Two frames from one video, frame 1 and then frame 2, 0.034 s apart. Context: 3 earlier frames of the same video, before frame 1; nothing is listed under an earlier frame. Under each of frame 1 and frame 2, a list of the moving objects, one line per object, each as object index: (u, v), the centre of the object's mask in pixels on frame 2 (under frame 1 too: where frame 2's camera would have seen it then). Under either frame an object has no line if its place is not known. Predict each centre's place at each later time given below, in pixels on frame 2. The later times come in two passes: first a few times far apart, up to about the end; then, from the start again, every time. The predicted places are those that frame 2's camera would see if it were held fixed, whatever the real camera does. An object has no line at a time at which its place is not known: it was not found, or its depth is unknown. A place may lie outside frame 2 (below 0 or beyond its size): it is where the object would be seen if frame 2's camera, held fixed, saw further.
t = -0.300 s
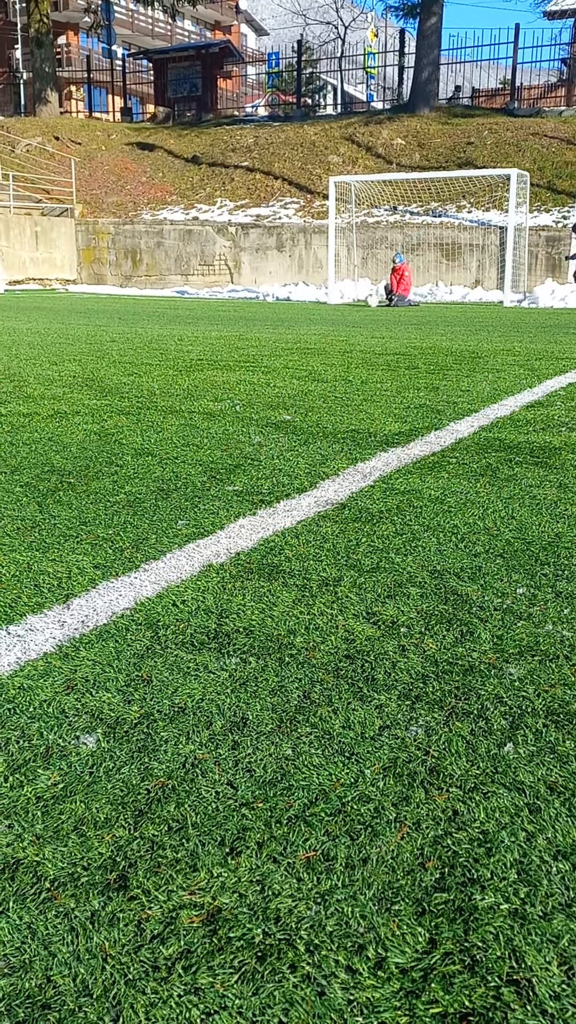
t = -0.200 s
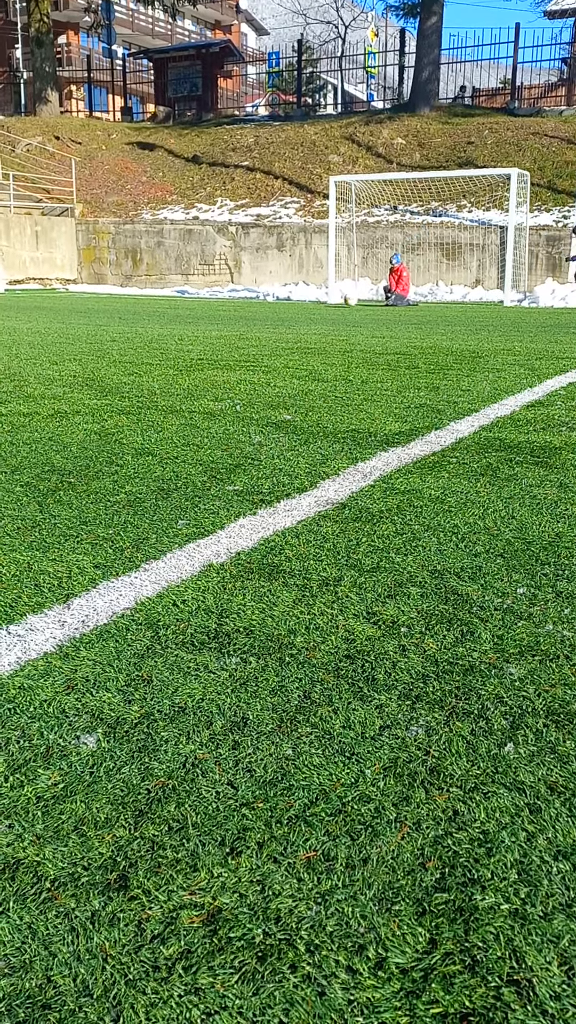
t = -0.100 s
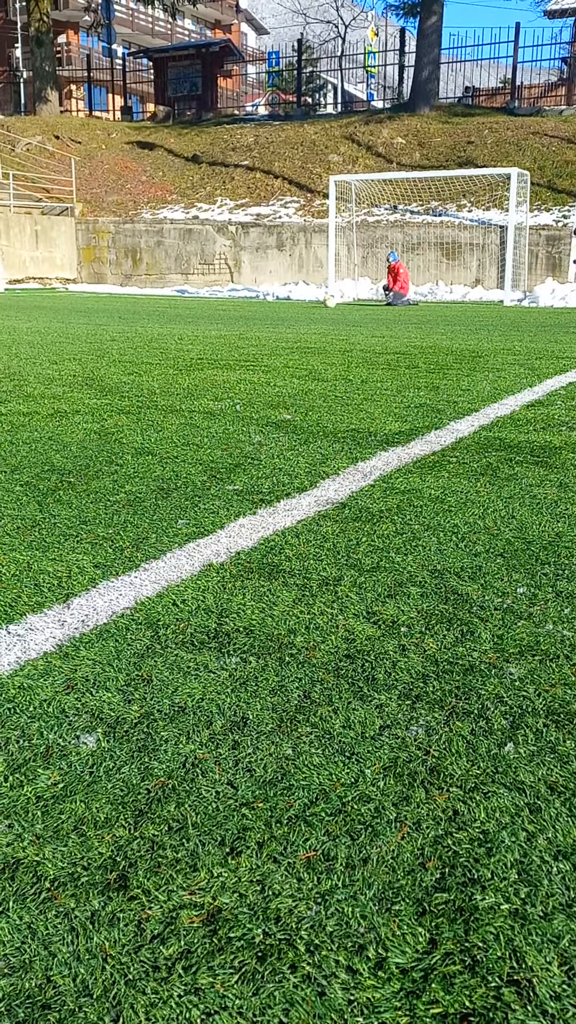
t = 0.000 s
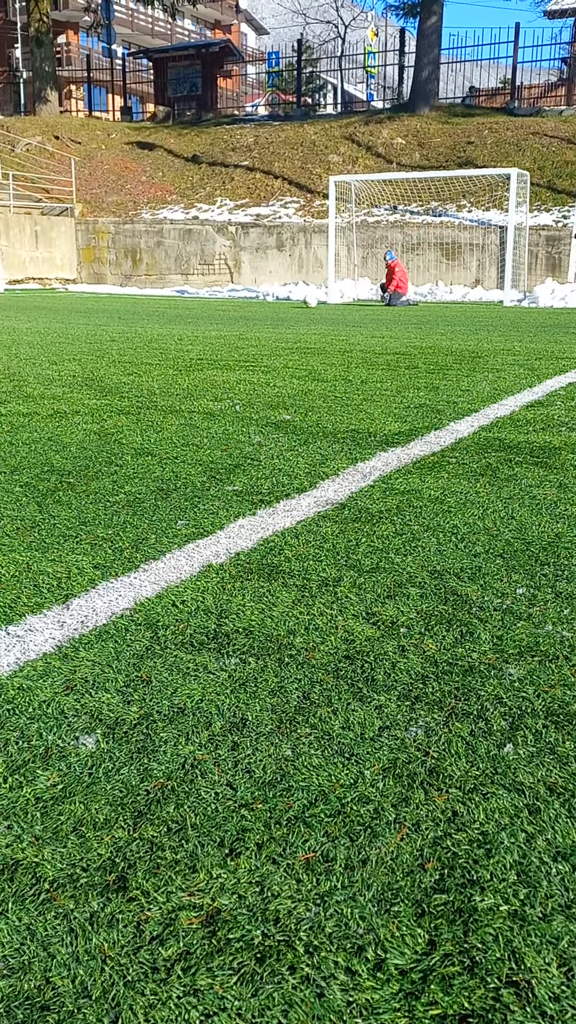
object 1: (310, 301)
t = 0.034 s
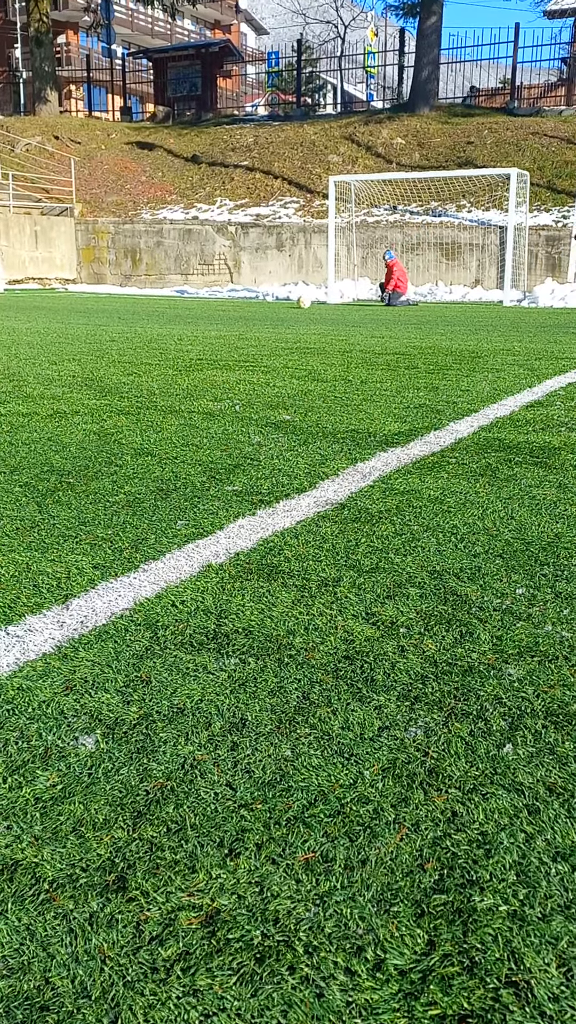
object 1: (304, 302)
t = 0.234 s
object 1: (269, 301)
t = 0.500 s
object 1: (236, 300)
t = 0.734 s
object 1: (215, 301)
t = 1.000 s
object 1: (193, 301)
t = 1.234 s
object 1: (174, 301)
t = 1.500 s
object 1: (154, 301)
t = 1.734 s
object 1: (137, 301)
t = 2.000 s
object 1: (119, 302)
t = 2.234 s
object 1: (105, 301)
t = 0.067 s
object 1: (297, 301)
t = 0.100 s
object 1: (292, 301)
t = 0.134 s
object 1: (286, 301)
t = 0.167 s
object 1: (279, 301)
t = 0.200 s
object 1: (274, 301)
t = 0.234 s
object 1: (269, 301)
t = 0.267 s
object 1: (264, 301)
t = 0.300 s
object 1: (259, 301)
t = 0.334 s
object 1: (255, 300)
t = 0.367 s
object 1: (250, 301)
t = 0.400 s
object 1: (246, 300)
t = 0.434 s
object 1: (243, 299)
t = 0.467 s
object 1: (239, 300)
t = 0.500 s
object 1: (236, 300)
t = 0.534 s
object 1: (233, 301)
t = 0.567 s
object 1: (231, 301)
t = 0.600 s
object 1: (227, 300)
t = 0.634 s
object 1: (224, 300)
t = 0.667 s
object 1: (221, 300)
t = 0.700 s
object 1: (218, 301)
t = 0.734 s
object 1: (215, 301)
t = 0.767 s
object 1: (212, 300)
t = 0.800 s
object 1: (209, 301)
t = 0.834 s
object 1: (206, 301)
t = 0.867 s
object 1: (203, 300)
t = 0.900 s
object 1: (201, 300)
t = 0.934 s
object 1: (199, 300)
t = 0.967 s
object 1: (196, 301)
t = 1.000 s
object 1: (193, 301)
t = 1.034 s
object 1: (190, 301)
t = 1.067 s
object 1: (188, 301)
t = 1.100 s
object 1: (185, 301)
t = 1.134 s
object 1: (182, 301)
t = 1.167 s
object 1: (180, 302)
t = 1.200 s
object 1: (176, 302)
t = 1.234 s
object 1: (174, 301)
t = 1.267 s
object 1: (171, 301)
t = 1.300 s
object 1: (169, 301)
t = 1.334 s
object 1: (166, 302)
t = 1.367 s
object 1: (164, 302)
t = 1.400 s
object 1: (161, 301)
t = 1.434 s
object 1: (159, 301)
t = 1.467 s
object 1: (156, 301)
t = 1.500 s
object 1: (154, 301)
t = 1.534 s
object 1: (151, 301)
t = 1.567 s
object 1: (149, 301)
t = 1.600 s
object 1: (146, 301)
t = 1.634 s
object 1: (144, 301)
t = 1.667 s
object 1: (142, 301)
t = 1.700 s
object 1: (139, 301)
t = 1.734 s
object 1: (137, 301)
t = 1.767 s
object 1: (135, 301)
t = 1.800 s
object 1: (132, 301)
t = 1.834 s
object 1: (130, 301)
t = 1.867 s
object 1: (128, 301)
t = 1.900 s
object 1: (125, 301)
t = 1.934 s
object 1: (123, 302)
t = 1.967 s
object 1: (121, 302)
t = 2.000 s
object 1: (119, 302)
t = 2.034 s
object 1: (117, 301)
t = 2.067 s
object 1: (115, 301)
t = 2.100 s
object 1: (113, 301)
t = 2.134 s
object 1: (111, 301)
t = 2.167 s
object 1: (109, 301)
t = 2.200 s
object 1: (107, 301)
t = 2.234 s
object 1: (105, 301)
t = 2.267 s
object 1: (103, 301)
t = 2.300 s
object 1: (101, 301)
